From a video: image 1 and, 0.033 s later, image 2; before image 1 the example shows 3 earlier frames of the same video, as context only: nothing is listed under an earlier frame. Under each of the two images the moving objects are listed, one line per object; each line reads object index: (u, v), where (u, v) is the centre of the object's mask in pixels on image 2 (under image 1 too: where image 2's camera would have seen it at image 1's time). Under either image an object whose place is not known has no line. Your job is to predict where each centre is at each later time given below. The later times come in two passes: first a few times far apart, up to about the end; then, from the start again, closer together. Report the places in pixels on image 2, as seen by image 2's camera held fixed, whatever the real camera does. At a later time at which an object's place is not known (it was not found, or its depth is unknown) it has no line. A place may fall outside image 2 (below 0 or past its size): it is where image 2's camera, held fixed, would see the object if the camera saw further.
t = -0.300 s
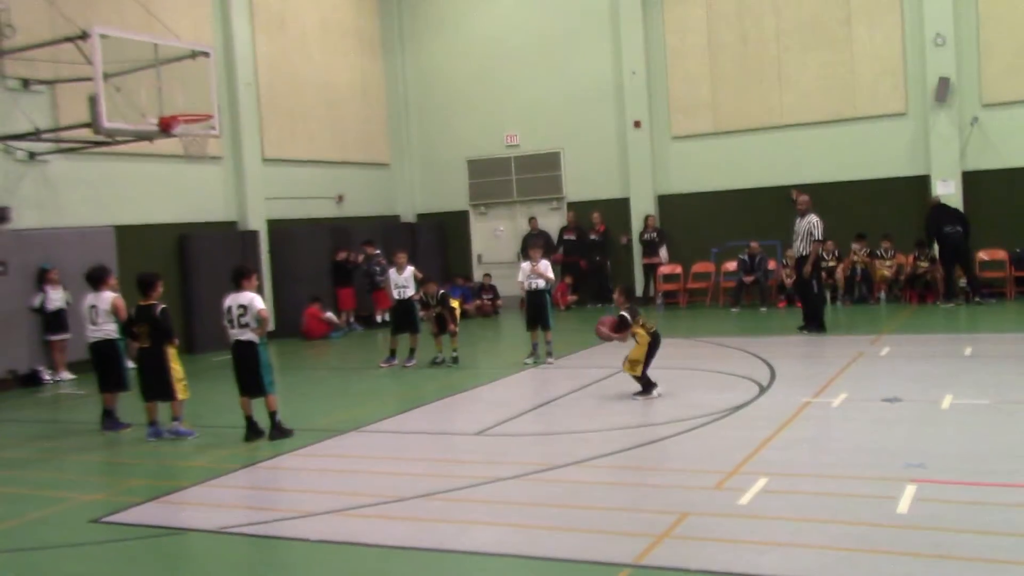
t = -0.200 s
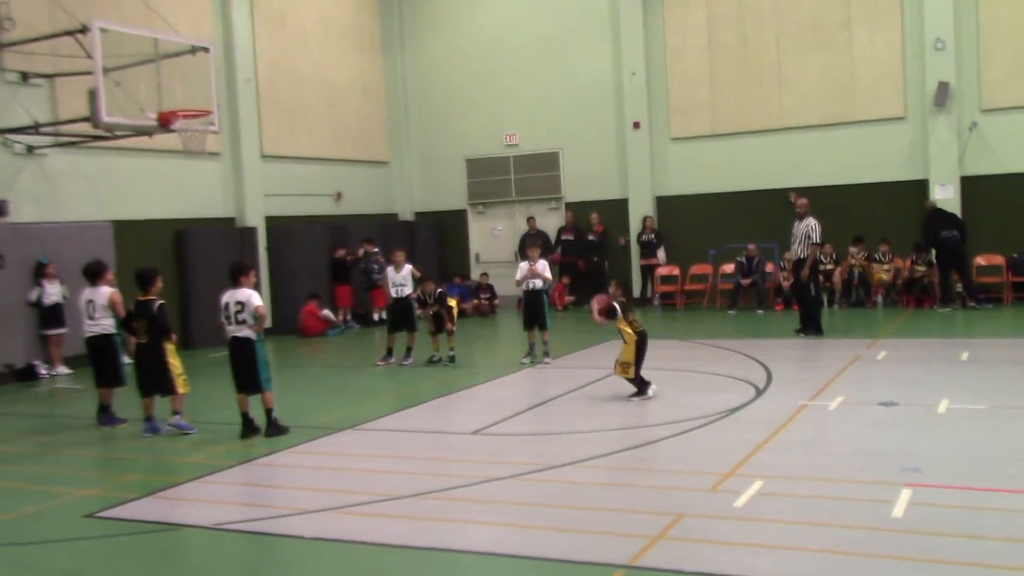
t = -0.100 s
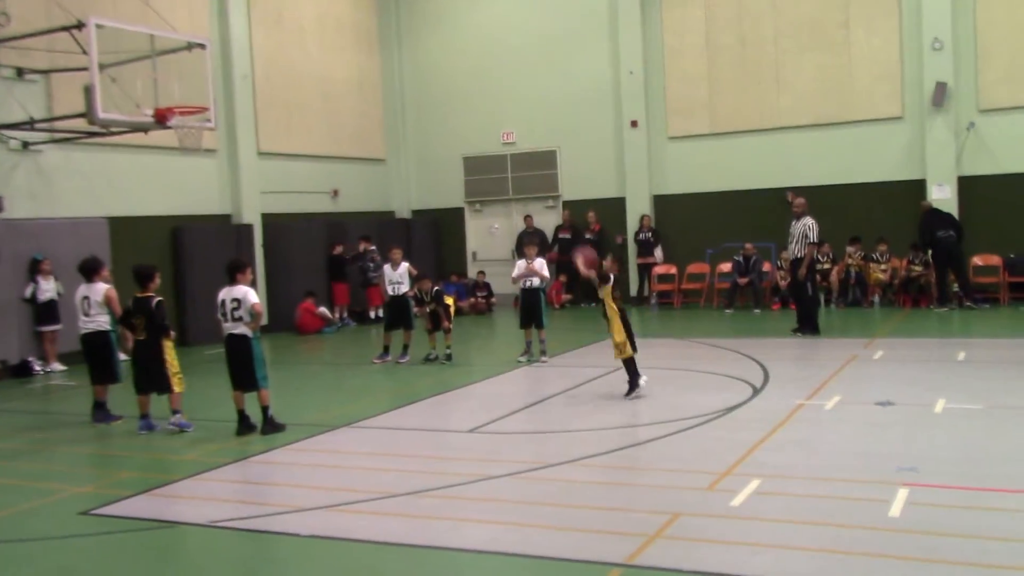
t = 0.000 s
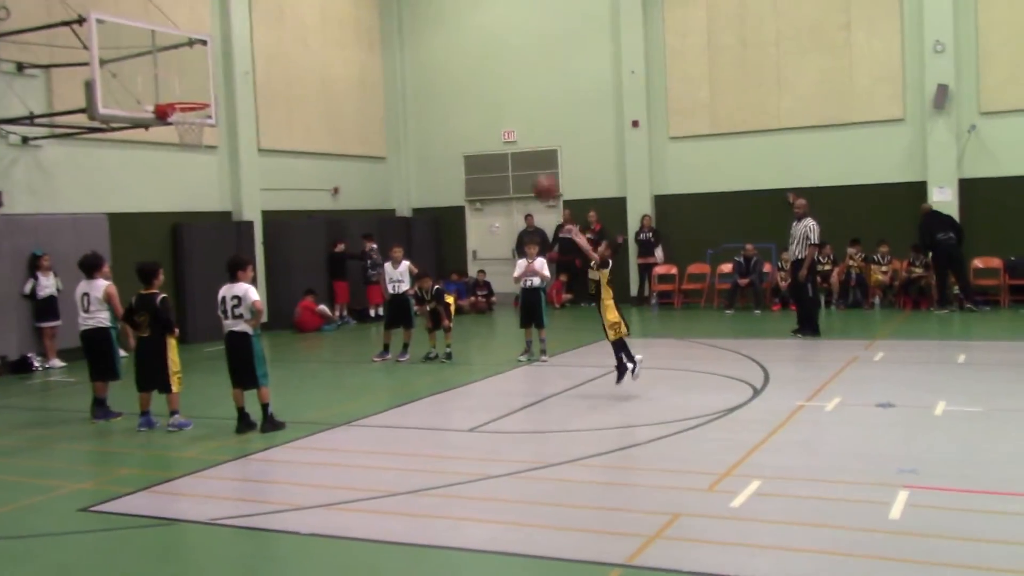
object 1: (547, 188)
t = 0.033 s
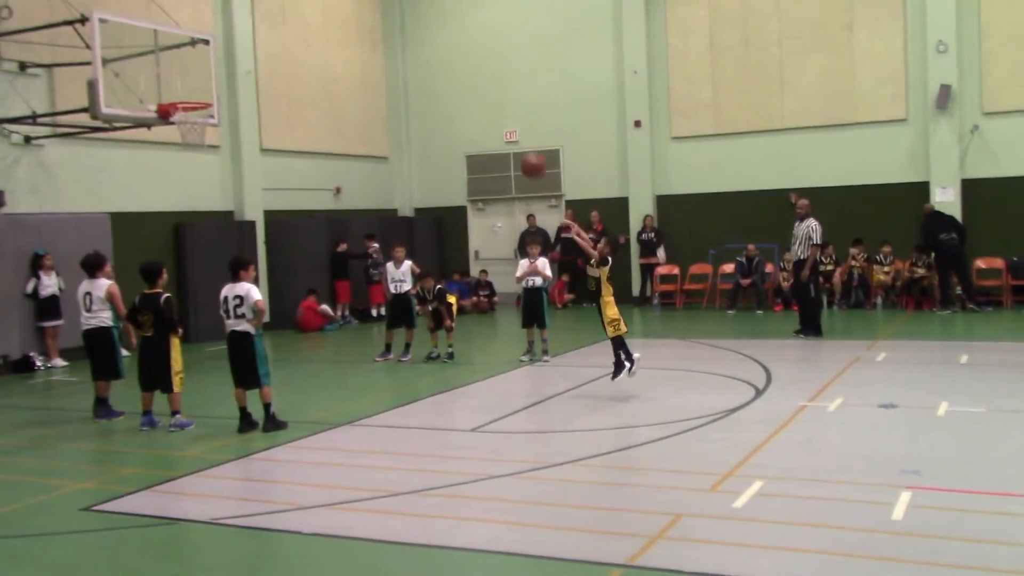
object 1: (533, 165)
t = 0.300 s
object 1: (427, 36)
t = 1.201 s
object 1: (175, 65)
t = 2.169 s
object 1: (244, 166)
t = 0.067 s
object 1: (519, 144)
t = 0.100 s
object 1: (505, 126)
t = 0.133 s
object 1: (492, 107)
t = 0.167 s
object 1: (479, 90)
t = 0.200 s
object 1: (465, 75)
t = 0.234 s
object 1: (452, 60)
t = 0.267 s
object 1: (439, 47)
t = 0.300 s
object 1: (427, 36)
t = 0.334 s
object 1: (413, 25)
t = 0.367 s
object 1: (401, 17)
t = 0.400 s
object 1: (389, 8)
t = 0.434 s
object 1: (377, 2)
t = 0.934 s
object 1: (219, 32)
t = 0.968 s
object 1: (210, 42)
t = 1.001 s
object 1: (201, 52)
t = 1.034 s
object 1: (192, 64)
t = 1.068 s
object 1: (183, 77)
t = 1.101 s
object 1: (174, 90)
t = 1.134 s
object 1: (172, 88)
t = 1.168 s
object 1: (174, 76)
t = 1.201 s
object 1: (175, 65)
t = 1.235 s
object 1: (177, 56)
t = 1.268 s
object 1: (179, 51)
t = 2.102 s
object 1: (236, 136)
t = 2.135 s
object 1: (240, 151)
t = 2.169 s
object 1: (244, 166)
